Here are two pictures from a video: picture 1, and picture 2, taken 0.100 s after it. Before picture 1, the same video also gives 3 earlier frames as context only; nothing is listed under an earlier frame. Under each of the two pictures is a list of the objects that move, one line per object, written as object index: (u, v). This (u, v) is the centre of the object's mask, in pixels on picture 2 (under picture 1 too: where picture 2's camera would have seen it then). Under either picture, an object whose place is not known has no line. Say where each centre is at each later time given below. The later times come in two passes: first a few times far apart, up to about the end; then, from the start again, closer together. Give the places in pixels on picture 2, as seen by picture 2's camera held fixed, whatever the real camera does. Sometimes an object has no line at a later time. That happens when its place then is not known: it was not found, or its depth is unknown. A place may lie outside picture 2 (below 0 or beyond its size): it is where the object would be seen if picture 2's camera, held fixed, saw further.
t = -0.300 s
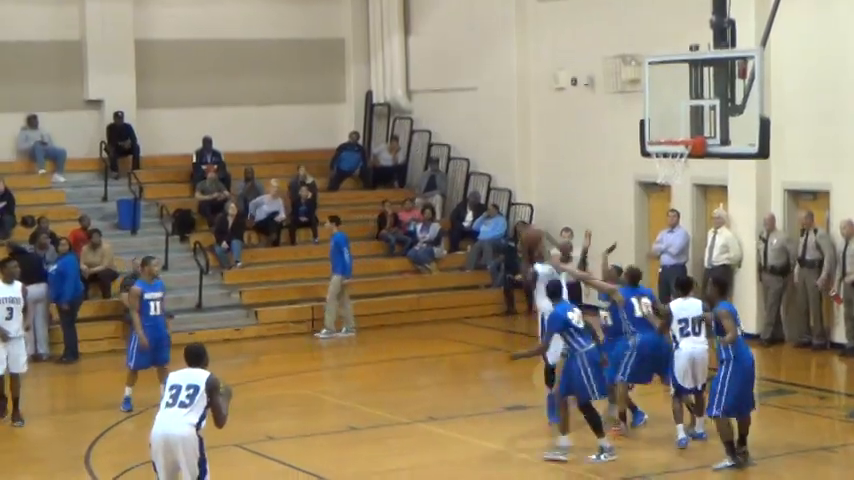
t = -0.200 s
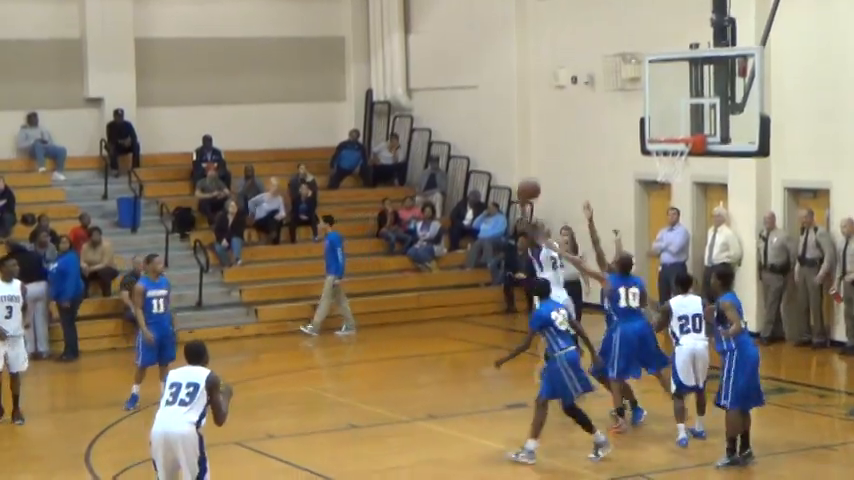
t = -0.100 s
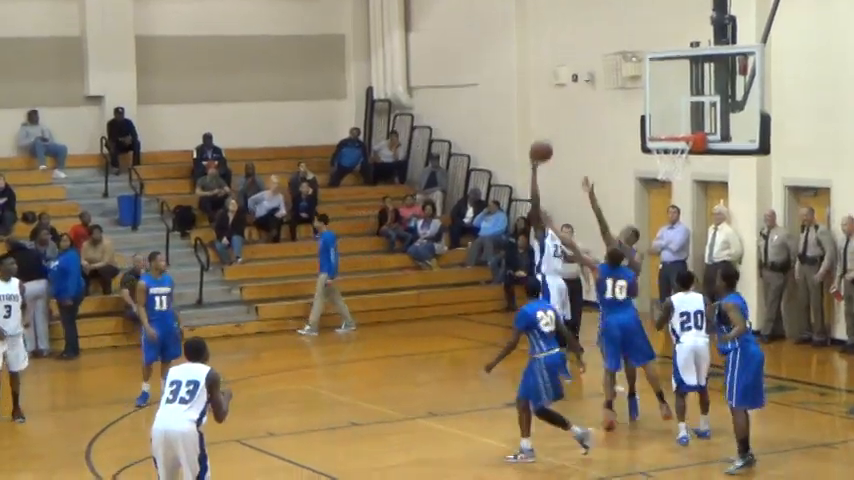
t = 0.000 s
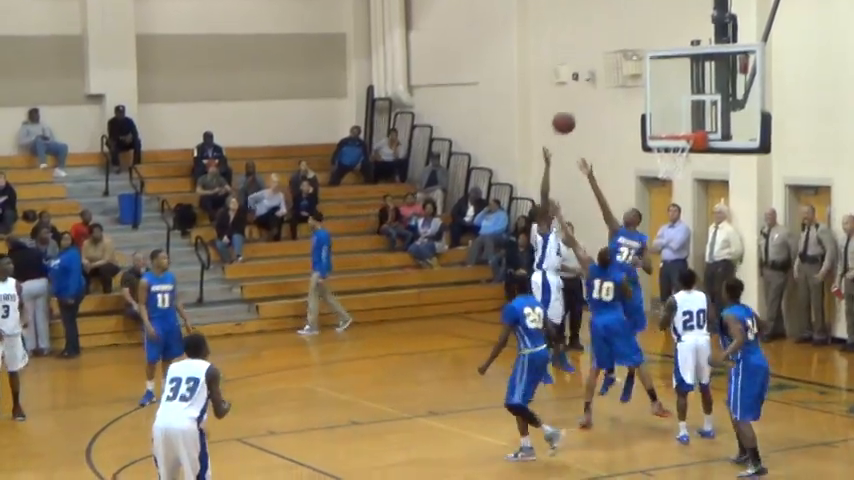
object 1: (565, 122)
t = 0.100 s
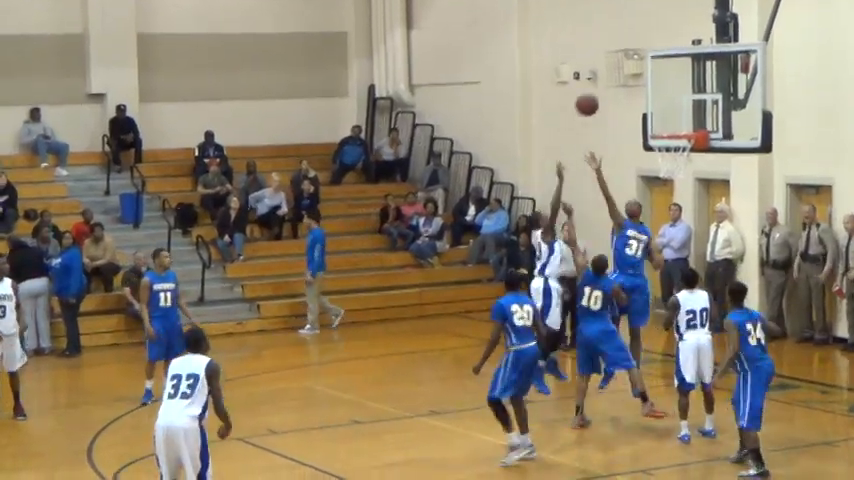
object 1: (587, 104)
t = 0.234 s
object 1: (617, 96)
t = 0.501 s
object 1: (677, 127)
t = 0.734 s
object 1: (666, 194)
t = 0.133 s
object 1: (595, 101)
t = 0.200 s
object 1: (610, 96)
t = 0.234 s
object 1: (617, 96)
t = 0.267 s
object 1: (624, 97)
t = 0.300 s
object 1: (632, 98)
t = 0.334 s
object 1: (640, 100)
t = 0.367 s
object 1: (648, 104)
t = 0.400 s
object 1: (655, 109)
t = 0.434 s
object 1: (662, 114)
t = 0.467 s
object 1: (670, 121)
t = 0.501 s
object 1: (677, 127)
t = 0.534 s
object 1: (682, 136)
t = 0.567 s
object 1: (683, 147)
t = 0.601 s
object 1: (679, 154)
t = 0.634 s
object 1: (675, 162)
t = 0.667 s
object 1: (672, 173)
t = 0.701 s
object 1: (668, 185)
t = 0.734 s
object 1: (666, 194)
